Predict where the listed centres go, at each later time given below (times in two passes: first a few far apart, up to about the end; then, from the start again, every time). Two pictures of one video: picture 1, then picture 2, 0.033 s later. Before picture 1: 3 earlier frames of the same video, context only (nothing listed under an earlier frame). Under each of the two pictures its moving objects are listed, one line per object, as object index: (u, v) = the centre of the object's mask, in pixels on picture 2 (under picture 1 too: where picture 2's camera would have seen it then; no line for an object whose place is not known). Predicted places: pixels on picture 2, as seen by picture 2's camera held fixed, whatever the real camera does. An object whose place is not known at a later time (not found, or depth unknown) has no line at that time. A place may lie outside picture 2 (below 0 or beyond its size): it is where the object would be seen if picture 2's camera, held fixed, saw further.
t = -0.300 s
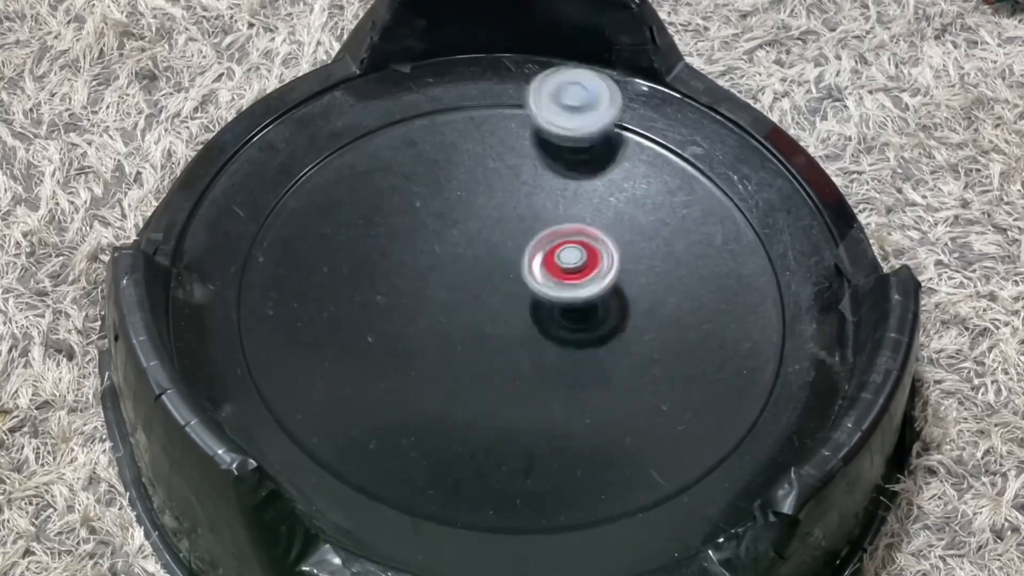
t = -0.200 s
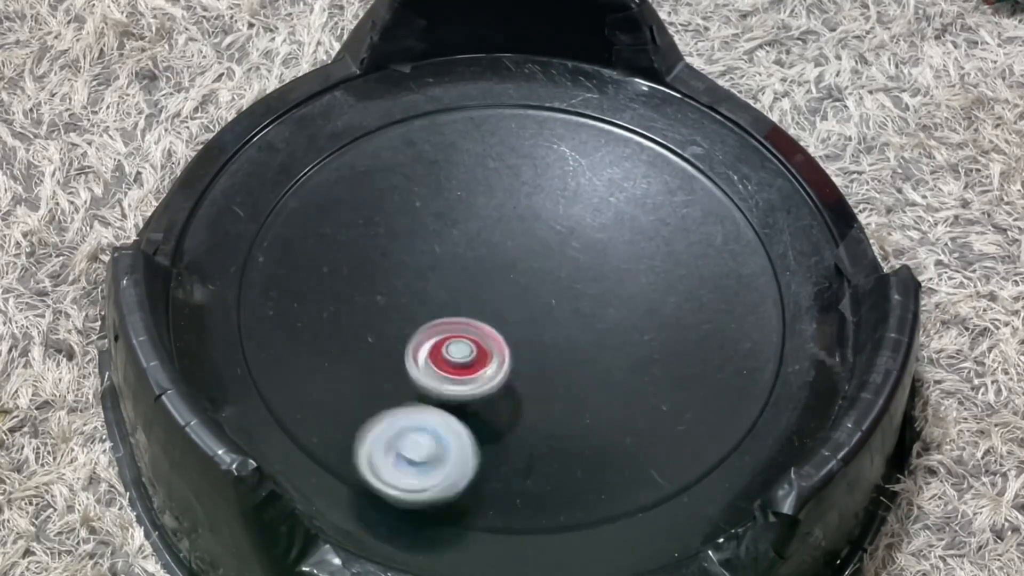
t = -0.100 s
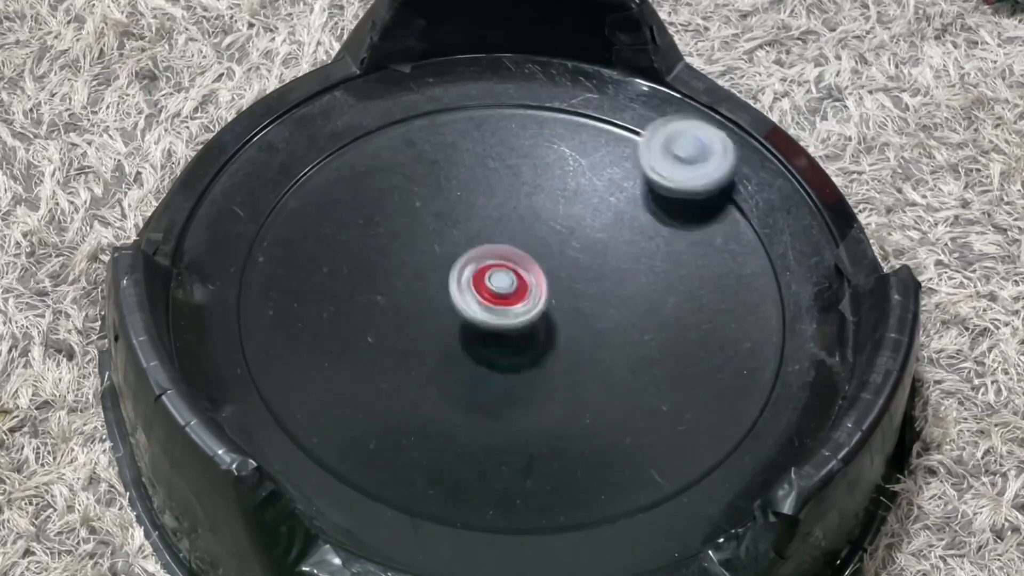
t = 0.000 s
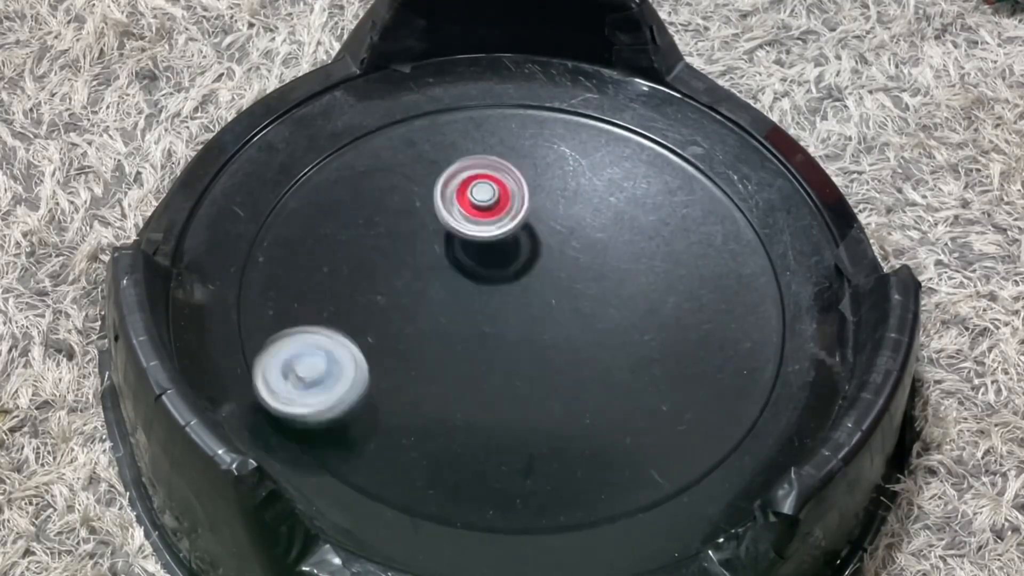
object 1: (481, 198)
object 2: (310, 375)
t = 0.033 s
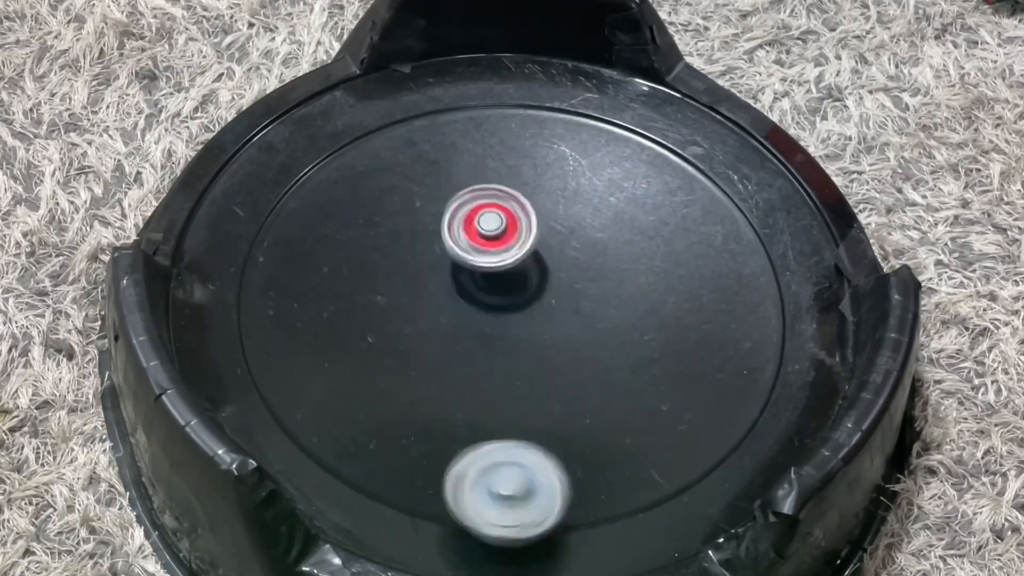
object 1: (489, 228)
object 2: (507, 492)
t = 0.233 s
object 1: (538, 313)
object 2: (326, 418)
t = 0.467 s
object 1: (562, 253)
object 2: (368, 424)
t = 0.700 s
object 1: (478, 349)
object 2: (354, 439)
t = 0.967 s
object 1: (555, 290)
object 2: (532, 468)
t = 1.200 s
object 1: (442, 258)
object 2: (471, 482)
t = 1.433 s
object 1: (594, 303)
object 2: (418, 440)
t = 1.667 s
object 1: (476, 260)
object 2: (362, 427)
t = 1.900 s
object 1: (518, 331)
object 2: (351, 381)
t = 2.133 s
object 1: (527, 232)
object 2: (322, 368)
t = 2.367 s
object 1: (489, 321)
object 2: (342, 346)
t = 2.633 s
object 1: (558, 314)
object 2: (454, 432)
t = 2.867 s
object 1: (478, 234)
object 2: (485, 438)
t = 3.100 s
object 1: (528, 333)
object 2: (488, 422)
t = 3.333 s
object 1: (541, 300)
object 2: (522, 416)
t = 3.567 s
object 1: (456, 266)
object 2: (560, 417)
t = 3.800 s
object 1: (533, 300)
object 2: (603, 385)
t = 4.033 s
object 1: (584, 302)
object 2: (526, 381)
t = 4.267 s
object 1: (436, 314)
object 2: (573, 268)
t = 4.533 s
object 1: (537, 306)
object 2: (440, 270)
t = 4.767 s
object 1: (468, 286)
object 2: (536, 352)
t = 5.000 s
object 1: (471, 212)
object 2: (404, 333)
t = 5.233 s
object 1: (523, 217)
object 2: (420, 282)
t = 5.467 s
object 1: (577, 271)
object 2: (491, 246)
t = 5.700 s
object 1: (570, 331)
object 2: (582, 243)
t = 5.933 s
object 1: (499, 349)
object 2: (606, 292)
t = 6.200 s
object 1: (450, 296)
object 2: (532, 362)
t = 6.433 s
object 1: (487, 247)
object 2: (447, 360)
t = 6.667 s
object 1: (558, 250)
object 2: (433, 304)
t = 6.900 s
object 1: (587, 302)
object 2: (487, 241)
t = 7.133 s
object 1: (543, 341)
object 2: (552, 226)
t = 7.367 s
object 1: (469, 325)
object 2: (586, 275)
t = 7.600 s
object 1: (459, 268)
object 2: (550, 346)
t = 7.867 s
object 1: (525, 237)
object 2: (463, 366)
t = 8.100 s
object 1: (579, 273)
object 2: (436, 315)
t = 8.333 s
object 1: (556, 328)
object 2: (484, 258)
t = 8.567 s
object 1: (483, 337)
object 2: (564, 246)
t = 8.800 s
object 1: (450, 281)
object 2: (598, 291)
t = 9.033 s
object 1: (493, 240)
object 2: (555, 346)
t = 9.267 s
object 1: (559, 258)
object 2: (472, 351)
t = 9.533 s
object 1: (564, 321)
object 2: (437, 297)
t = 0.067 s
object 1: (517, 271)
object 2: (715, 424)
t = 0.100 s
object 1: (554, 310)
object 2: (756, 266)
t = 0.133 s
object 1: (590, 336)
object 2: (619, 147)
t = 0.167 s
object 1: (607, 343)
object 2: (420, 141)
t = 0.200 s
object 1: (587, 330)
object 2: (280, 252)
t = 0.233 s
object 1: (538, 313)
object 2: (326, 418)
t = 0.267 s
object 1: (484, 294)
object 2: (549, 484)
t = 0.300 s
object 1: (435, 279)
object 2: (724, 374)
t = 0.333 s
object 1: (408, 271)
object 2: (708, 210)
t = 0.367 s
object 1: (419, 272)
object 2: (553, 110)
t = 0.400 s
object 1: (461, 269)
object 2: (366, 130)
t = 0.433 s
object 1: (513, 263)
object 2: (270, 264)
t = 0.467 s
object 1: (562, 253)
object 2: (368, 424)
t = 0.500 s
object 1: (593, 245)
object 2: (599, 467)
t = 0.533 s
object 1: (594, 250)
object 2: (760, 353)
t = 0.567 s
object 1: (572, 274)
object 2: (732, 198)
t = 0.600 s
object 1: (541, 306)
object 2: (566, 118)
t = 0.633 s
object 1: (512, 334)
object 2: (380, 153)
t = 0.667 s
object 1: (488, 352)
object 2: (278, 283)
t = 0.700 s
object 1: (478, 349)
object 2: (354, 439)
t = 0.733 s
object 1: (474, 325)
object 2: (572, 489)
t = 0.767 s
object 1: (476, 290)
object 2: (731, 379)
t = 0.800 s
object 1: (479, 253)
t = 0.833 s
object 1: (487, 225)
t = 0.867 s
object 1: (496, 214)
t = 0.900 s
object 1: (512, 228)
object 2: (274, 235)
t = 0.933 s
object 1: (533, 257)
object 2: (326, 393)
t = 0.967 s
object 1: (555, 290)
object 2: (532, 468)
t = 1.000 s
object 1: (571, 320)
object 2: (721, 394)
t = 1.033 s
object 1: (573, 340)
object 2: (753, 245)
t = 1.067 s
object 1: (561, 344)
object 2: (632, 136)
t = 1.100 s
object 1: (531, 331)
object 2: (448, 130)
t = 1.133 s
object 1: (495, 309)
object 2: (311, 224)
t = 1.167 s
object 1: (463, 283)
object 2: (306, 375)
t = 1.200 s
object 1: (442, 258)
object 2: (471, 482)
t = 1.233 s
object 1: (438, 244)
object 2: (674, 437)
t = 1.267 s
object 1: (459, 244)
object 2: (735, 292)
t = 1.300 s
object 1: (498, 254)
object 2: (647, 165)
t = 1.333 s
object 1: (541, 267)
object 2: (480, 115)
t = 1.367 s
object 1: (578, 280)
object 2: (325, 172)
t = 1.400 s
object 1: (598, 292)
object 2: (286, 312)
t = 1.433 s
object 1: (594, 303)
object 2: (418, 440)
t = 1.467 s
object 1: (562, 312)
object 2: (628, 446)
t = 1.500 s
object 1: (518, 316)
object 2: (749, 330)
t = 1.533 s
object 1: (477, 315)
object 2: (707, 195)
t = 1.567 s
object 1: (445, 307)
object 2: (550, 131)
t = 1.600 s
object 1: (435, 293)
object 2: (383, 168)
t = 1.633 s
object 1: (448, 276)
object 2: (294, 288)
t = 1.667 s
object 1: (476, 260)
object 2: (362, 427)
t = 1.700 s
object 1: (512, 249)
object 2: (560, 470)
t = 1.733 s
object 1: (544, 245)
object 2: (705, 373)
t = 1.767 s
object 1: (568, 252)
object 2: (699, 231)
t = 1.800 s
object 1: (577, 270)
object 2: (573, 135)
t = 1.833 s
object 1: (568, 294)
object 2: (409, 136)
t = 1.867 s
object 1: (547, 316)
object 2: (305, 239)
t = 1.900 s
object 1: (518, 331)
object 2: (351, 381)
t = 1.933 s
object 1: (489, 335)
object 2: (529, 453)
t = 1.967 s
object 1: (468, 325)
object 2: (701, 394)
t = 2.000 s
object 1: (461, 302)
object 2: (731, 260)
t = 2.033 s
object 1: (468, 276)
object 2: (617, 164)
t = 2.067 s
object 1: (484, 251)
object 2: (450, 155)
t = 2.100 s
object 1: (506, 235)
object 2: (323, 235)
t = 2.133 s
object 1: (527, 232)
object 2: (322, 368)
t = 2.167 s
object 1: (544, 247)
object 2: (476, 455)
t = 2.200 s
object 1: (555, 272)
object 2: (653, 405)
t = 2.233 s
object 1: (554, 302)
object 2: (702, 275)
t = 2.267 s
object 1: (545, 328)
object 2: (621, 165)
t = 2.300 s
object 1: (529, 342)
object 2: (467, 135)
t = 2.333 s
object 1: (507, 340)
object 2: (345, 211)
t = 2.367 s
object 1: (489, 321)
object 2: (342, 346)
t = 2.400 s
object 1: (478, 293)
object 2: (481, 441)
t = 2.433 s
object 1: (475, 263)
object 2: (659, 417)
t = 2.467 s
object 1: (480, 239)
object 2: (719, 297)
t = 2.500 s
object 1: (495, 229)
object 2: (634, 191)
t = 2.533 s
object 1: (516, 237)
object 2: (478, 161)
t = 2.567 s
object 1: (536, 259)
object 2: (345, 218)
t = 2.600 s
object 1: (551, 287)
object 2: (320, 340)
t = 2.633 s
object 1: (558, 314)
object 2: (454, 432)
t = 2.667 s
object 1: (552, 334)
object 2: (626, 404)
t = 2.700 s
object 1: (534, 340)
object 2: (695, 287)
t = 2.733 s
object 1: (511, 331)
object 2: (628, 178)
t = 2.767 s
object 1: (490, 308)
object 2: (484, 149)
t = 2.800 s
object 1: (476, 280)
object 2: (365, 222)
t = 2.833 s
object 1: (471, 251)
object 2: (357, 348)
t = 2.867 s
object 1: (478, 234)
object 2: (485, 438)
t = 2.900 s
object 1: (496, 234)
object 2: (648, 410)
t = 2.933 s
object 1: (520, 251)
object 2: (695, 293)
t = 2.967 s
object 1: (542, 276)
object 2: (607, 194)
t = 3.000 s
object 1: (558, 302)
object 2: (462, 168)
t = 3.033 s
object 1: (563, 324)
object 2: (344, 230)
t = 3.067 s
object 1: (551, 336)
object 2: (346, 348)
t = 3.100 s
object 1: (528, 333)
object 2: (488, 422)
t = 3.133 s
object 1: (502, 315)
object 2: (643, 380)
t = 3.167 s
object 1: (483, 290)
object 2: (687, 266)
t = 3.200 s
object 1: (471, 262)
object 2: (601, 178)
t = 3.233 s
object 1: (471, 244)
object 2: (460, 169)
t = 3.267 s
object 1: (488, 259)
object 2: (359, 241)
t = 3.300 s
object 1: (513, 280)
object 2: (381, 356)
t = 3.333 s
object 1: (541, 300)
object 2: (522, 416)
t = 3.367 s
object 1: (564, 313)
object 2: (657, 363)
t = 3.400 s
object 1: (567, 317)
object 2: (671, 255)
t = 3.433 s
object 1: (552, 312)
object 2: (568, 185)
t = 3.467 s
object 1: (522, 298)
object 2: (433, 201)
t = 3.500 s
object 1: (488, 284)
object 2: (362, 291)
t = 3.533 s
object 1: (463, 272)
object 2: (415, 394)
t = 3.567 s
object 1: (456, 266)
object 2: (560, 417)
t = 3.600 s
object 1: (471, 268)
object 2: (655, 338)
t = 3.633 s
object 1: (500, 274)
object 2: (627, 234)
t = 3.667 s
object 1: (534, 282)
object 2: (509, 182)
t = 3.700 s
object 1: (561, 289)
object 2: (394, 217)
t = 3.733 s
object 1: (572, 294)
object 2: (365, 315)
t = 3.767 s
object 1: (561, 299)
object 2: (461, 398)
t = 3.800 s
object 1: (533, 300)
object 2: (603, 385)
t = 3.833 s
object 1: (501, 298)
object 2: (663, 295)
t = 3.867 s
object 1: (475, 294)
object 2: (604, 208)
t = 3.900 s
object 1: (462, 287)
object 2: (482, 191)
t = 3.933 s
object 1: (484, 299)
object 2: (381, 232)
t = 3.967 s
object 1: (526, 312)
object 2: (352, 300)
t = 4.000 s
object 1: (564, 312)
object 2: (411, 362)
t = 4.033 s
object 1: (584, 302)
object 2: (526, 381)
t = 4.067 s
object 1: (596, 263)
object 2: (597, 356)
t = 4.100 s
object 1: (580, 229)
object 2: (616, 317)
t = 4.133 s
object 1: (544, 215)
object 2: (612, 299)
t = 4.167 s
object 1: (502, 225)
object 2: (606, 288)
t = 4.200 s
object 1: (466, 250)
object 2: (597, 280)
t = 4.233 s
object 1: (441, 281)
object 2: (586, 274)
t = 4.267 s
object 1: (436, 314)
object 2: (573, 268)
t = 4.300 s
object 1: (457, 339)
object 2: (563, 263)
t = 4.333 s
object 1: (498, 343)
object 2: (554, 258)
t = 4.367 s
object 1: (540, 329)
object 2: (547, 253)
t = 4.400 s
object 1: (569, 315)
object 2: (534, 249)
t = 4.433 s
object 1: (588, 324)
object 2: (527, 259)
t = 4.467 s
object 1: (582, 325)
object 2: (504, 269)
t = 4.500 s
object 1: (558, 315)
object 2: (472, 276)
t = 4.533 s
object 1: (537, 306)
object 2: (440, 270)
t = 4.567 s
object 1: (520, 295)
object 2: (435, 267)
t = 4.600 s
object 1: (528, 312)
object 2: (478, 254)
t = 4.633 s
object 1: (551, 333)
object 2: (563, 257)
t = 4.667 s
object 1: (559, 342)
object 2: (626, 271)
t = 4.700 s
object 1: (550, 333)
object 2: (629, 291)
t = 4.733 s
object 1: (506, 317)
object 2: (607, 321)
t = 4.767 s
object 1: (468, 286)
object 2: (536, 352)
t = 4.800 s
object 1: (452, 254)
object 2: (475, 361)
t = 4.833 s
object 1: (452, 242)
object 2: (455, 359)
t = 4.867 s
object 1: (454, 235)
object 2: (443, 357)
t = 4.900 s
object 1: (456, 227)
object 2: (431, 352)
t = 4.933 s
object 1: (459, 221)
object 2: (419, 346)
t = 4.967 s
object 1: (464, 216)
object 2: (410, 339)
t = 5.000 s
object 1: (471, 212)
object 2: (404, 333)
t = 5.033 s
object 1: (477, 208)
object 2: (400, 326)
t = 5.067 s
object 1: (483, 207)
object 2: (398, 318)
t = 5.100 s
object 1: (492, 206)
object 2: (397, 311)
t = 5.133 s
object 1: (500, 206)
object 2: (400, 303)
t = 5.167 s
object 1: (507, 208)
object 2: (405, 296)
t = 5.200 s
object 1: (515, 213)
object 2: (411, 289)
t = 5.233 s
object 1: (523, 217)
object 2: (420, 282)
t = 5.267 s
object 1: (530, 222)
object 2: (430, 275)
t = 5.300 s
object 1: (535, 229)
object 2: (443, 271)
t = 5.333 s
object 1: (546, 236)
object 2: (452, 265)
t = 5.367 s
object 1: (557, 244)
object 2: (460, 260)
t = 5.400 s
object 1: (566, 254)
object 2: (470, 255)
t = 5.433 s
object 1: (571, 263)
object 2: (479, 250)
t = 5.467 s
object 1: (577, 271)
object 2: (491, 246)
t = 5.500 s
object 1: (581, 281)
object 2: (504, 242)
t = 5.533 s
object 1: (582, 292)
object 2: (518, 239)
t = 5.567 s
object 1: (583, 301)
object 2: (533, 239)
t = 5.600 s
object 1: (582, 308)
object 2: (547, 236)
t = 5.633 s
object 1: (579, 318)
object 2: (561, 237)
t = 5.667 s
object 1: (576, 325)
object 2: (573, 240)
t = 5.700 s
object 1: (570, 331)
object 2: (582, 243)
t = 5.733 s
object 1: (562, 338)
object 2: (590, 247)
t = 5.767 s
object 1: (554, 343)
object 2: (598, 252)
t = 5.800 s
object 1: (544, 347)
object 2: (604, 257)
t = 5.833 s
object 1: (533, 350)
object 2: (607, 264)
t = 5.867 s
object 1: (522, 351)
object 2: (608, 274)
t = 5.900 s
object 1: (512, 350)
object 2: (608, 281)
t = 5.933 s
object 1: (499, 349)
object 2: (606, 292)
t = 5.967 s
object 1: (489, 346)
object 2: (601, 302)
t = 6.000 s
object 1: (479, 346)
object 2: (596, 311)
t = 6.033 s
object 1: (470, 335)
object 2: (587, 322)
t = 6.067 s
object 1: (463, 329)
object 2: (579, 332)
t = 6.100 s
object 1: (456, 324)
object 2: (569, 339)
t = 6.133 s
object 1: (452, 313)
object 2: (557, 349)
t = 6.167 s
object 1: (450, 304)
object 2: (545, 356)
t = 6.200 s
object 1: (450, 296)
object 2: (532, 362)
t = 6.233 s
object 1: (450, 287)
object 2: (518, 367)
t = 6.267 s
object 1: (453, 279)
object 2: (505, 370)
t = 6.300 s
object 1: (457, 272)
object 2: (492, 371)
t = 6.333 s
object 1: (463, 264)
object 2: (479, 370)
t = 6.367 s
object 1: (470, 257)
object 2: (466, 369)
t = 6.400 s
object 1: (478, 252)
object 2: (456, 366)
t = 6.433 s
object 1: (487, 247)
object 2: (447, 360)
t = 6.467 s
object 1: (496, 243)
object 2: (441, 355)
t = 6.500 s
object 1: (507, 242)
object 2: (434, 349)
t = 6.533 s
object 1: (518, 241)
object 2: (431, 342)
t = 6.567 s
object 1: (528, 241)
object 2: (429, 332)
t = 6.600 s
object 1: (538, 244)
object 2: (428, 323)
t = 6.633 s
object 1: (549, 246)
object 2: (430, 313)
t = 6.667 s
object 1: (558, 250)
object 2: (433, 304)
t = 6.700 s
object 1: (566, 256)
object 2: (438, 293)
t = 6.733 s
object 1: (574, 261)
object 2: (444, 283)
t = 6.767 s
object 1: (580, 268)
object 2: (450, 272)
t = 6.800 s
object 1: (584, 277)
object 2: (459, 264)
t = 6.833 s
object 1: (587, 284)
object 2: (467, 255)
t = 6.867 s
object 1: (587, 293)
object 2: (477, 247)
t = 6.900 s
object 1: (587, 302)
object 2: (487, 241)
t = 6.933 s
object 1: (585, 309)
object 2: (497, 234)
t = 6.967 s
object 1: (583, 313)
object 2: (502, 231)
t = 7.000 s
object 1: (578, 323)
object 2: (513, 227)
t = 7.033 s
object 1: (571, 327)
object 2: (524, 226)
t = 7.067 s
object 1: (562, 333)
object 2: (533, 224)
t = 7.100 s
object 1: (553, 342)
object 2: (543, 224)
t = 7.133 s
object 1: (543, 341)
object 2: (552, 226)
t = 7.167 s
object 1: (531, 342)
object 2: (559, 230)
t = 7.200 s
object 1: (520, 349)
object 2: (567, 234)
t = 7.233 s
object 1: (509, 348)
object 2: (574, 241)
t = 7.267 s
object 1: (497, 339)
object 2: (578, 248)
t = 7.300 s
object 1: (487, 341)
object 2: (580, 257)
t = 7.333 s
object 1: (477, 335)
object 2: (583, 267)
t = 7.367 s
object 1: (469, 325)
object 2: (586, 275)
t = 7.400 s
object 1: (462, 320)
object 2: (585, 287)
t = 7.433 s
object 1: (458, 311)
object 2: (582, 297)
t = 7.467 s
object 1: (454, 300)
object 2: (577, 309)
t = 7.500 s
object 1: (453, 292)
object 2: (572, 319)
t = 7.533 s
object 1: (454, 283)
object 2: (567, 328)
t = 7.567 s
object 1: (455, 274)
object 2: (559, 339)
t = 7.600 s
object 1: (459, 268)
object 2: (550, 346)
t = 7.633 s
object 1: (464, 260)
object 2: (539, 354)
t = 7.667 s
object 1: (470, 253)
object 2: (530, 361)
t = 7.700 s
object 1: (478, 248)
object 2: (519, 366)
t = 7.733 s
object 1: (486, 242)
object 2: (508, 368)
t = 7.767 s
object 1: (496, 240)
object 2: (495, 370)
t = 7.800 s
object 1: (506, 238)
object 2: (483, 369)
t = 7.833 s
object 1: (516, 236)
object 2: (473, 368)
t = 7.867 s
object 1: (525, 237)
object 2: (463, 366)
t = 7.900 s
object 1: (536, 240)
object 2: (454, 361)
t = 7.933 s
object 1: (546, 242)
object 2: (446, 355)
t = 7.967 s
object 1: (555, 247)
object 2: (440, 349)
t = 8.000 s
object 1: (563, 253)
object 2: (435, 341)
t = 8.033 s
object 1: (570, 258)
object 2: (434, 334)
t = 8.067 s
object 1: (574, 266)
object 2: (434, 324)
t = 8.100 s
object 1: (579, 273)
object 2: (436, 315)
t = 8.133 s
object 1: (581, 282)
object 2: (438, 304)
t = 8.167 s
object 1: (581, 292)
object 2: (441, 295)
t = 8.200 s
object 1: (580, 298)
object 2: (448, 286)
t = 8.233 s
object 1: (576, 308)
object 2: (456, 279)
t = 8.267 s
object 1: (572, 315)
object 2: (465, 272)
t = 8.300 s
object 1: (566, 323)
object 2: (473, 265)
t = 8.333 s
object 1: (556, 328)
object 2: (484, 258)
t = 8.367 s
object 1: (549, 336)
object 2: (496, 252)
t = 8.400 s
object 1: (538, 340)
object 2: (509, 249)
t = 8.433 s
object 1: (527, 344)
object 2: (522, 247)
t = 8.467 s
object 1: (516, 342)
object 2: (531, 246)
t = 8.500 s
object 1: (503, 342)
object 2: (542, 245)
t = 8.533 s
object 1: (494, 342)
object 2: (553, 245)
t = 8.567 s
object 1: (483, 337)
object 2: (564, 246)
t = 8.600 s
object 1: (472, 330)
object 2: (574, 250)
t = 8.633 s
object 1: (465, 324)
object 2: (580, 257)
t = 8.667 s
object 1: (458, 316)
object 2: (586, 262)
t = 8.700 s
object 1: (454, 307)
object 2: (592, 269)
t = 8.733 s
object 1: (451, 299)
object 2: (597, 276)
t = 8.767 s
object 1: (449, 288)
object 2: (598, 283)
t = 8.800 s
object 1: (450, 281)
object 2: (598, 291)
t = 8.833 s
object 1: (452, 273)
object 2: (595, 301)
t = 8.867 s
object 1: (455, 265)
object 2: (594, 310)
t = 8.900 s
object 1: (461, 259)
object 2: (589, 319)
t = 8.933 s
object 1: (468, 252)
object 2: (582, 327)
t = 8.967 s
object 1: (475, 247)
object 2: (574, 335)
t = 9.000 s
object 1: (484, 243)
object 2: (565, 339)
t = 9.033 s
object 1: (493, 240)
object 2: (555, 346)
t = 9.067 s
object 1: (503, 239)
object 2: (544, 350)
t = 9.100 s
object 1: (514, 239)
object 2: (531, 353)
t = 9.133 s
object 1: (523, 240)
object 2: (519, 356)
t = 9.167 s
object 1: (533, 243)
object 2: (506, 356)
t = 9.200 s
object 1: (543, 246)
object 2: (495, 355)
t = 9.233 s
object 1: (551, 251)
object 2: (482, 354)
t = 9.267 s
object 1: (559, 258)
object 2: (472, 351)
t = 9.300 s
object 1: (565, 263)
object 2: (462, 347)
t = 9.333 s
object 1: (569, 272)
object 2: (454, 343)
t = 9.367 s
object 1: (573, 279)
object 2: (446, 337)
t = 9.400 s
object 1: (573, 288)
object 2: (441, 330)
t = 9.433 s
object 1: (574, 297)
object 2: (438, 322)
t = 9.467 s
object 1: (572, 303)
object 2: (437, 313)
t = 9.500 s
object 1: (568, 314)
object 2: (436, 305)
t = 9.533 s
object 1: (564, 321)
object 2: (437, 297)
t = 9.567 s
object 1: (556, 329)
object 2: (442, 290)
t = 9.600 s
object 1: (548, 335)
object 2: (448, 282)
